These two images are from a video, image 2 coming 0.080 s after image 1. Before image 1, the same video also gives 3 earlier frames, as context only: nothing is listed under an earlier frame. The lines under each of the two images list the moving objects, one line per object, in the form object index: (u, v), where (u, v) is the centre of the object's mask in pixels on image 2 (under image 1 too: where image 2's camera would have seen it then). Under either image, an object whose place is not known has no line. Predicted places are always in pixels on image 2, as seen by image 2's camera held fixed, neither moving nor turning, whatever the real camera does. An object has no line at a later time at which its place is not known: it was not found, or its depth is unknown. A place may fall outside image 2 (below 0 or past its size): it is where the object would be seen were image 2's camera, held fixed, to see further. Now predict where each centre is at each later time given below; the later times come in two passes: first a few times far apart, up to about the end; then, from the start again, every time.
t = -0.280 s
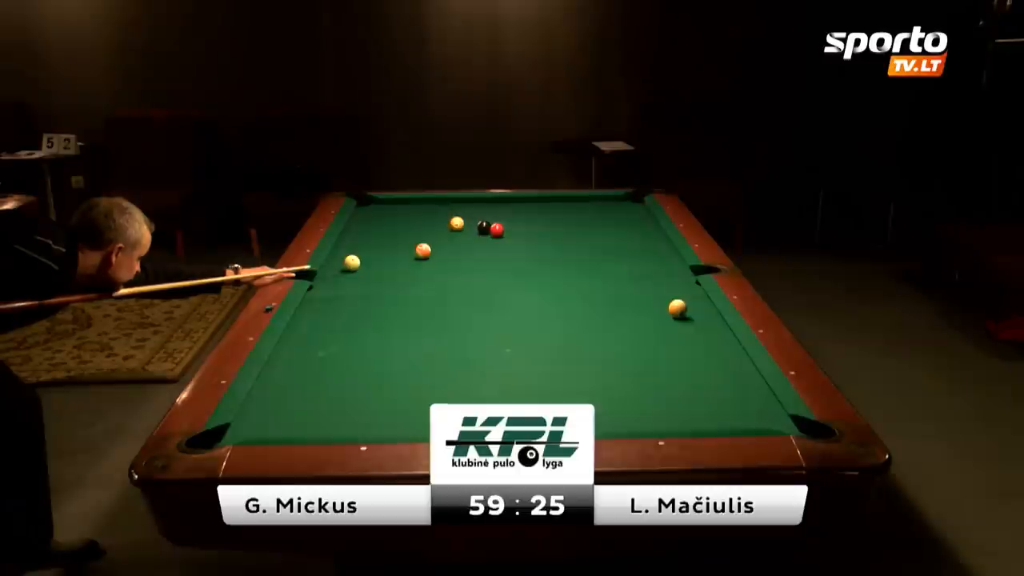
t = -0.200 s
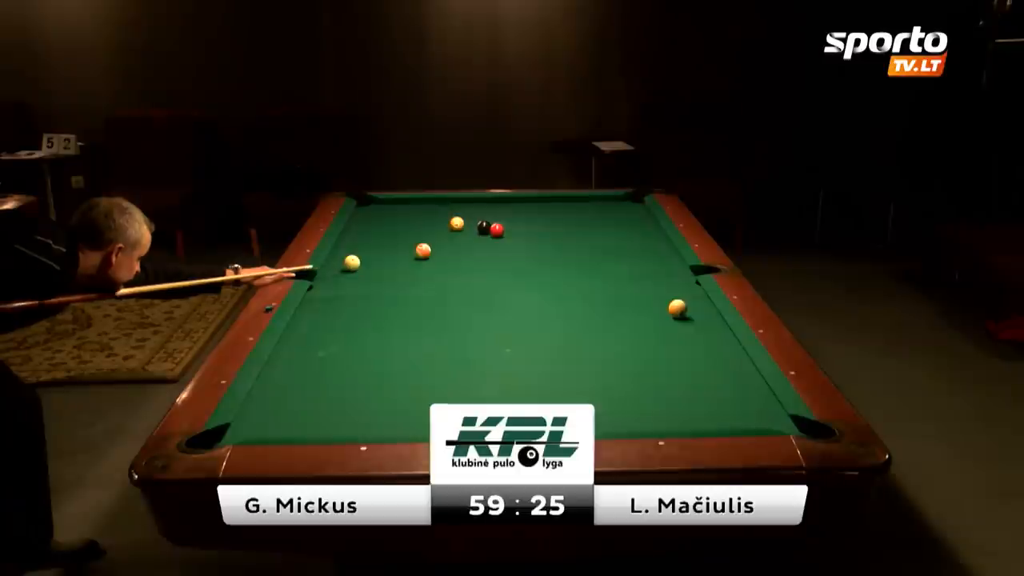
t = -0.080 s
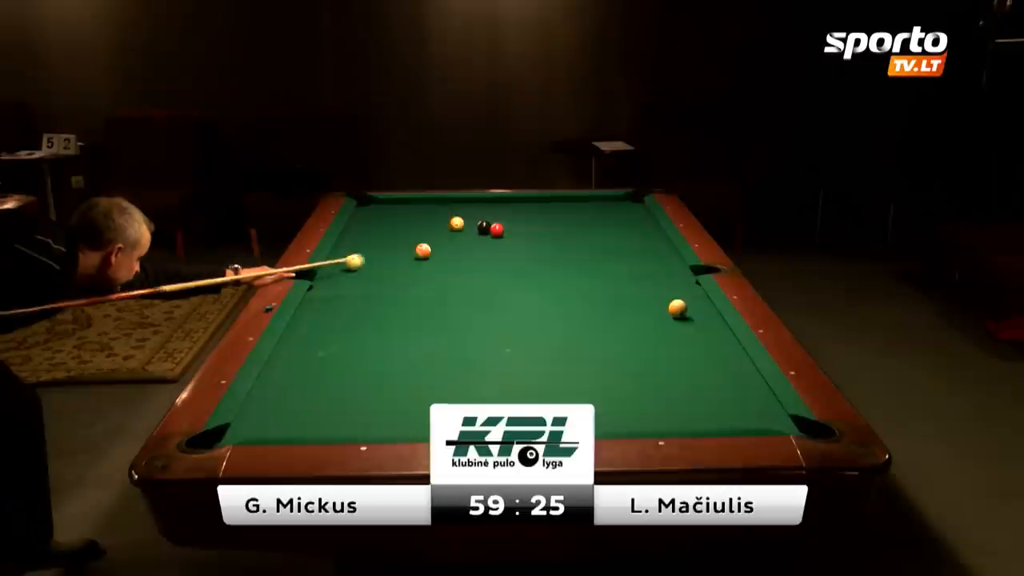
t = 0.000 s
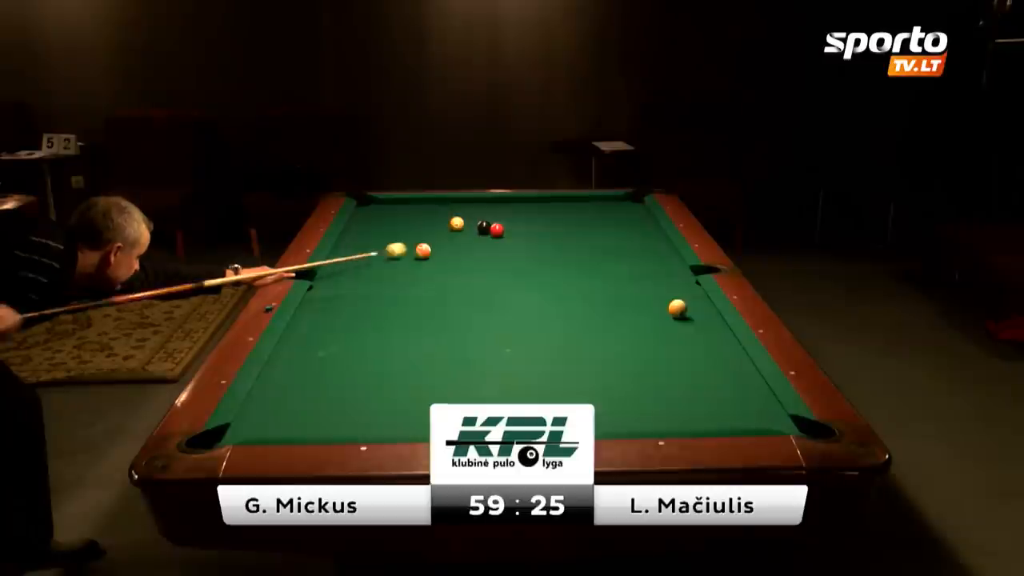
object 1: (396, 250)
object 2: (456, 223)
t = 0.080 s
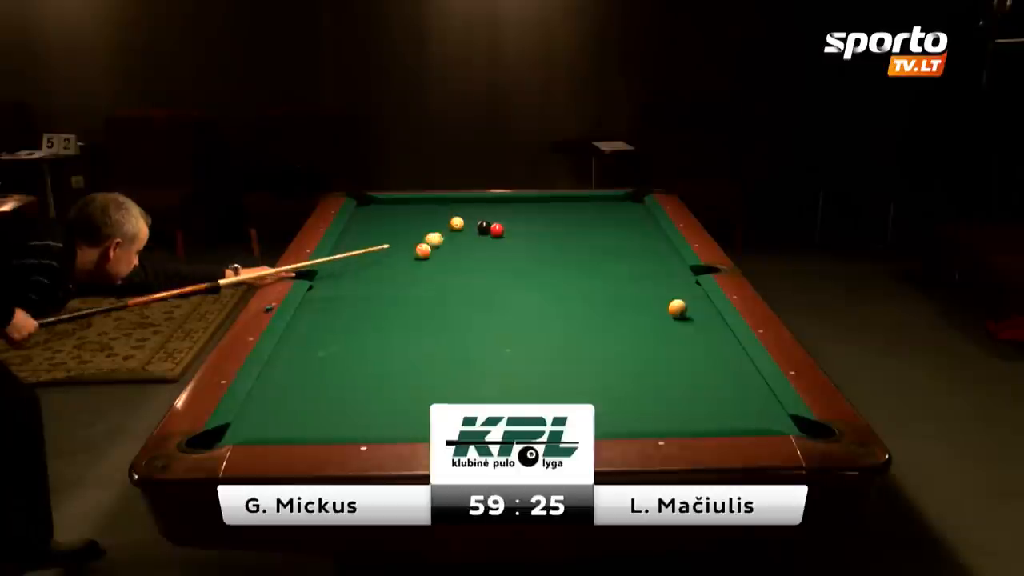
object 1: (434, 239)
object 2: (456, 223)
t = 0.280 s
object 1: (469, 226)
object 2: (456, 223)
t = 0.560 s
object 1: (490, 216)
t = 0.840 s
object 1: (514, 208)
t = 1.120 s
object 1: (535, 200)
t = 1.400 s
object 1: (549, 200)
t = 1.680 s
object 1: (559, 204)
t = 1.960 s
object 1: (569, 208)
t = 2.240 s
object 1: (578, 212)
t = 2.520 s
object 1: (588, 215)
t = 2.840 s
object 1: (597, 219)
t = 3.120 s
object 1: (604, 222)
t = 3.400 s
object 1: (611, 225)
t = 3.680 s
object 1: (616, 227)
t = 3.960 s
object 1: (620, 230)
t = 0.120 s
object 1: (451, 235)
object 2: (457, 222)
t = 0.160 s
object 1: (468, 230)
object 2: (456, 223)
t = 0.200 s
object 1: (470, 228)
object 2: (456, 223)
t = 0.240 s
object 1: (469, 227)
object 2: (456, 223)
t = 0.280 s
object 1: (469, 226)
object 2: (456, 223)
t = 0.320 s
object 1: (469, 225)
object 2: (456, 223)
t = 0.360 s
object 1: (472, 223)
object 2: (454, 223)
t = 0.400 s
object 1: (476, 222)
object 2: (452, 223)
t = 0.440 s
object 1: (480, 221)
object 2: (451, 222)
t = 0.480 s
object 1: (483, 219)
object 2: (449, 222)
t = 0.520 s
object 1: (487, 218)
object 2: (448, 222)
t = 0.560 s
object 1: (490, 216)
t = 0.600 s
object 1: (494, 215)
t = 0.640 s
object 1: (497, 214)
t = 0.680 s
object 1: (501, 212)
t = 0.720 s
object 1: (504, 211)
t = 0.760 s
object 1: (508, 210)
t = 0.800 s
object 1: (511, 209)
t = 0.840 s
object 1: (514, 208)
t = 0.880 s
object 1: (517, 207)
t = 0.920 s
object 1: (520, 205)
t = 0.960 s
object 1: (524, 204)
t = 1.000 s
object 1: (526, 203)
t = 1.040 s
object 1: (530, 202)
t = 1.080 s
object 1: (532, 201)
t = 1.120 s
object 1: (535, 200)
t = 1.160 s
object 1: (538, 199)
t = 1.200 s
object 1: (541, 198)
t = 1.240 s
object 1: (543, 198)
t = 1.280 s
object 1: (544, 199)
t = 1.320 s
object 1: (546, 199)
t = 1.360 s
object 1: (547, 200)
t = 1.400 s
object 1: (549, 200)
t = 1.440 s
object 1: (550, 201)
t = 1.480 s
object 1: (552, 201)
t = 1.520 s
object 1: (553, 202)
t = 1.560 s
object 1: (555, 203)
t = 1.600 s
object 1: (556, 203)
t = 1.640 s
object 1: (558, 204)
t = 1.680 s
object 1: (559, 204)
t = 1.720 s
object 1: (561, 205)
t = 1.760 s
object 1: (562, 206)
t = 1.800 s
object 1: (563, 206)
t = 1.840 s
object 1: (565, 207)
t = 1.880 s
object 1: (566, 207)
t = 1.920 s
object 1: (568, 208)
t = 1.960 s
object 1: (569, 208)
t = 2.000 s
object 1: (570, 209)
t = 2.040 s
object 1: (572, 209)
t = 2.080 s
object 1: (573, 210)
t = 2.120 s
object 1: (575, 211)
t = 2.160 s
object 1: (576, 211)
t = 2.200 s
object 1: (577, 211)
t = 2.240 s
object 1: (578, 212)
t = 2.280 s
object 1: (580, 213)
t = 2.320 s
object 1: (581, 213)
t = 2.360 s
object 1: (582, 214)
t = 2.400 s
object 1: (584, 214)
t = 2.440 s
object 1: (585, 214)
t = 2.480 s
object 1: (586, 215)
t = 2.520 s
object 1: (588, 215)
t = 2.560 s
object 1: (589, 216)
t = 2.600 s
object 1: (590, 216)
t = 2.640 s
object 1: (591, 217)
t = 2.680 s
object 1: (592, 217)
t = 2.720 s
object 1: (593, 218)
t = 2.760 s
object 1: (595, 218)
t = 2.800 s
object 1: (596, 219)
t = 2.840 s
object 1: (597, 219)
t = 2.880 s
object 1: (598, 220)
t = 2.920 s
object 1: (599, 220)
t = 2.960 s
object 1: (600, 221)
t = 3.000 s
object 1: (601, 221)
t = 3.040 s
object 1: (602, 222)
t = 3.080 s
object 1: (603, 222)
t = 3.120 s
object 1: (604, 222)
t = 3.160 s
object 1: (605, 223)
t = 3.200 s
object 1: (606, 223)
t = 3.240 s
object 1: (607, 224)
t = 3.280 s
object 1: (608, 224)
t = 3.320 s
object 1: (609, 224)
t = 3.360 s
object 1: (610, 225)
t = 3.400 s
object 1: (611, 225)
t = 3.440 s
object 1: (611, 225)
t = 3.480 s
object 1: (612, 226)
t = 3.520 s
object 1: (613, 226)
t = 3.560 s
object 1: (614, 227)
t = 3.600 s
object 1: (615, 227)
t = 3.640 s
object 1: (616, 227)
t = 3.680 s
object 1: (616, 227)
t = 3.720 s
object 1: (617, 228)
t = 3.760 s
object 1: (618, 228)
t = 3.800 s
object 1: (619, 229)
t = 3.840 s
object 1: (619, 229)
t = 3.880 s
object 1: (619, 229)
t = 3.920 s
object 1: (620, 229)
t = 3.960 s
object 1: (620, 230)
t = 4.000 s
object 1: (621, 230)
